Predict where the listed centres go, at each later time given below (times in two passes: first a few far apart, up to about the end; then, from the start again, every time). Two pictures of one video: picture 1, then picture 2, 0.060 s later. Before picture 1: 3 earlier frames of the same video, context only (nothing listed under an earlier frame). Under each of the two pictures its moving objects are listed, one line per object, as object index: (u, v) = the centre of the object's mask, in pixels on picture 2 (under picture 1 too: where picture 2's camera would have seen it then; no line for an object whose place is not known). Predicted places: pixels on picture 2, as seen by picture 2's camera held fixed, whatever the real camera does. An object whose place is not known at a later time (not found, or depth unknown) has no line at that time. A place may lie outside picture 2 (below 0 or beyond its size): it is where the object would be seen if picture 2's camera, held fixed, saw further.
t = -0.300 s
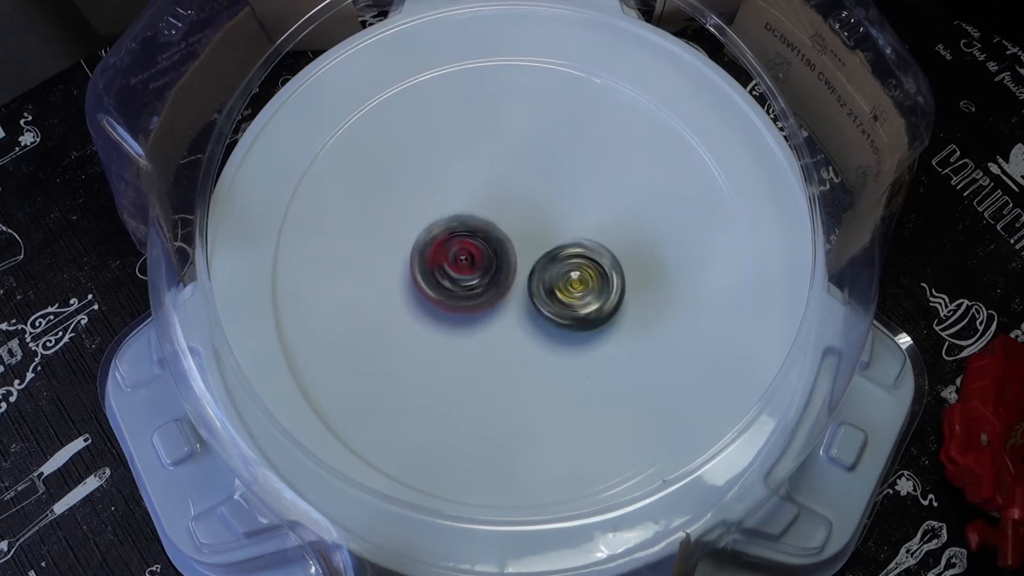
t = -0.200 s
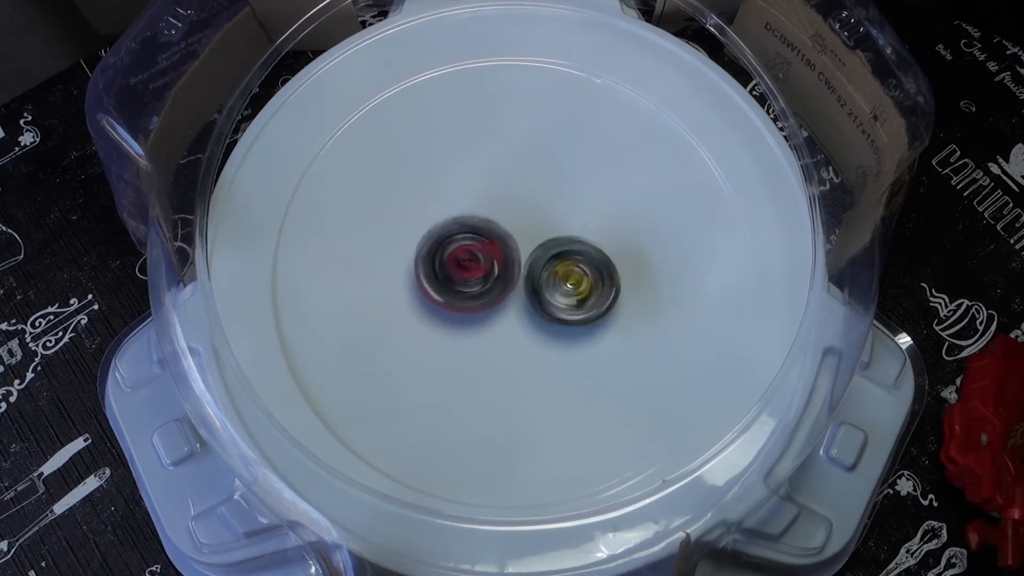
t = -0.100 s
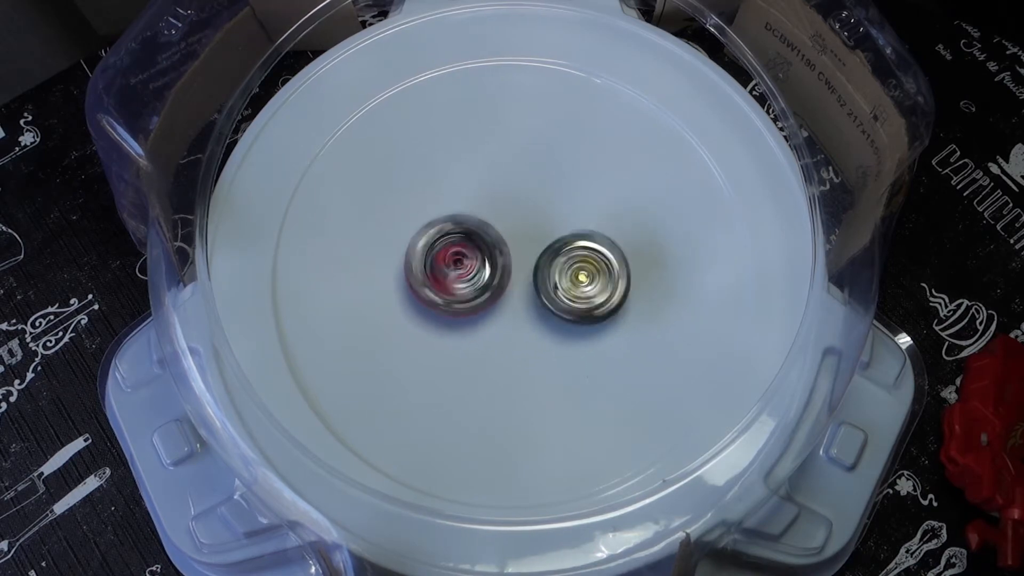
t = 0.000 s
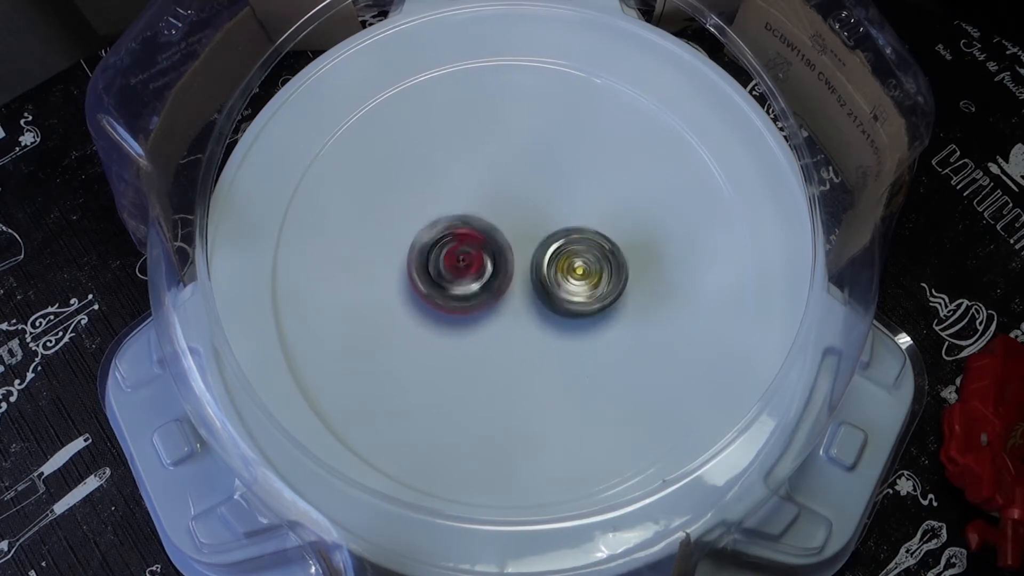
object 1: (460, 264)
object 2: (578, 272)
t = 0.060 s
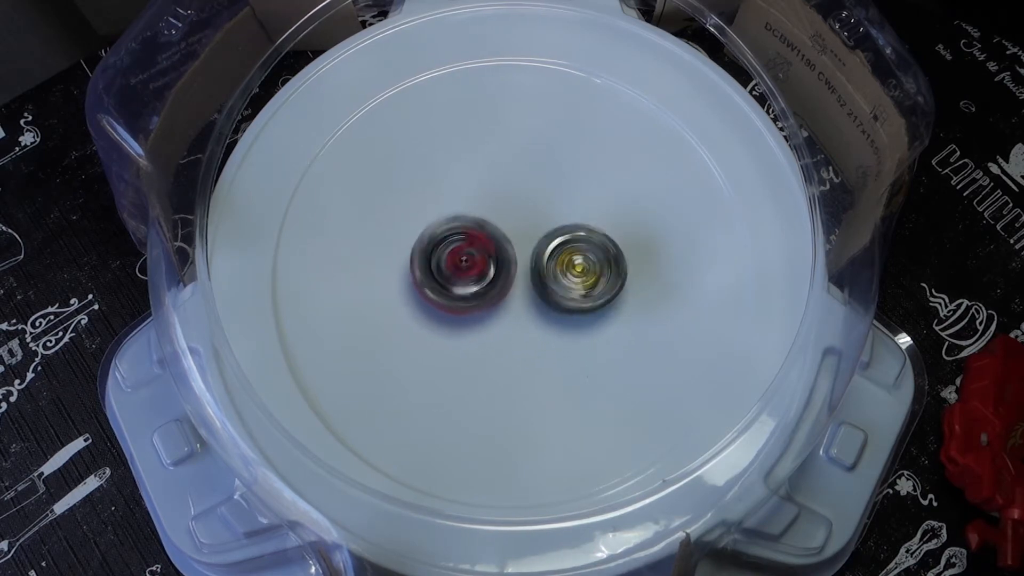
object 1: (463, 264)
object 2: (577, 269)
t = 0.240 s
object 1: (468, 265)
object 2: (577, 263)
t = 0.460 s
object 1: (466, 265)
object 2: (578, 261)
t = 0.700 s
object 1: (466, 269)
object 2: (573, 266)
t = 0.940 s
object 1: (459, 284)
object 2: (572, 261)
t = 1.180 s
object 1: (464, 291)
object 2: (564, 254)
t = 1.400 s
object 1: (472, 294)
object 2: (565, 245)
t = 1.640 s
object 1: (472, 293)
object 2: (566, 246)
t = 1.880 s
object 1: (469, 291)
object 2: (563, 248)
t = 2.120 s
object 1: (455, 299)
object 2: (571, 244)
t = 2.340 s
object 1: (464, 295)
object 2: (554, 249)
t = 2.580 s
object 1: (464, 291)
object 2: (552, 238)
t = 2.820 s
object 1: (463, 286)
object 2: (554, 239)
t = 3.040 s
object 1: (456, 293)
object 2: (556, 243)
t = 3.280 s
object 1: (459, 298)
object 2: (551, 248)
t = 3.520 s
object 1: (464, 299)
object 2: (553, 242)
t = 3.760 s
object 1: (453, 309)
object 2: (573, 234)
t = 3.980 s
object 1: (457, 299)
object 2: (564, 246)
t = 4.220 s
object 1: (453, 290)
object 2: (546, 242)
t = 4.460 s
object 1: (450, 284)
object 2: (541, 235)
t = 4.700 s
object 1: (451, 289)
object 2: (546, 242)
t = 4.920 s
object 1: (451, 293)
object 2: (556, 246)
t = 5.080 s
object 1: (449, 293)
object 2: (552, 250)
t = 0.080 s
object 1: (464, 264)
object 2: (579, 268)
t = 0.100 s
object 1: (466, 264)
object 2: (579, 267)
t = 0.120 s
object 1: (466, 264)
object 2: (576, 266)
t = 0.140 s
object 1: (467, 265)
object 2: (576, 267)
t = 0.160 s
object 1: (469, 265)
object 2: (576, 265)
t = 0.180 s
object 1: (470, 264)
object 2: (573, 264)
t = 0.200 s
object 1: (469, 265)
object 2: (576, 265)
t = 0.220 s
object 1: (468, 265)
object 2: (579, 264)
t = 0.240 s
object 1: (468, 265)
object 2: (577, 263)
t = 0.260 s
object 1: (468, 266)
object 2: (575, 264)
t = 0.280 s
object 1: (469, 266)
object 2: (576, 262)
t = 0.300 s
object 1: (471, 265)
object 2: (575, 260)
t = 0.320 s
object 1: (470, 265)
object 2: (575, 261)
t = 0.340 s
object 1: (470, 266)
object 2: (578, 261)
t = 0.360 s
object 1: (470, 265)
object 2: (577, 260)
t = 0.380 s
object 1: (470, 265)
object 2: (575, 261)
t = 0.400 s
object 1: (470, 265)
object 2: (576, 260)
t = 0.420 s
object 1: (471, 265)
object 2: (576, 259)
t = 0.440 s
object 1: (470, 265)
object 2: (574, 259)
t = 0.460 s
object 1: (466, 265)
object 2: (578, 261)
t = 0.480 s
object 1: (465, 265)
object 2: (580, 260)
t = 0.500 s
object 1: (463, 264)
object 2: (579, 262)
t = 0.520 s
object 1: (461, 265)
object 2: (580, 263)
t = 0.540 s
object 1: (461, 266)
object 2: (580, 260)
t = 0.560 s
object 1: (462, 266)
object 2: (578, 261)
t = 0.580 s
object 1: (461, 266)
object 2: (579, 263)
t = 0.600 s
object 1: (462, 267)
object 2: (579, 261)
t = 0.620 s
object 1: (463, 267)
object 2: (576, 263)
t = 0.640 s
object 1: (463, 268)
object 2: (577, 265)
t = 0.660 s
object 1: (464, 268)
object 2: (576, 263)
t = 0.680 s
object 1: (466, 269)
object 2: (573, 264)
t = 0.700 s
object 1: (466, 269)
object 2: (573, 266)
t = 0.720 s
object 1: (467, 270)
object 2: (571, 264)
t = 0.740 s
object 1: (465, 271)
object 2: (571, 265)
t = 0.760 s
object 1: (464, 272)
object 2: (574, 265)
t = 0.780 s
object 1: (463, 274)
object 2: (572, 264)
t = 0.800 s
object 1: (464, 275)
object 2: (568, 265)
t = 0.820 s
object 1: (465, 275)
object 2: (570, 265)
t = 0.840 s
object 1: (464, 276)
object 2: (568, 263)
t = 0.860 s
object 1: (464, 278)
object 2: (567, 264)
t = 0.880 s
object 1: (463, 279)
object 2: (570, 263)
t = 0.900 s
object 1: (461, 281)
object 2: (569, 263)
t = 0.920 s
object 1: (459, 283)
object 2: (570, 263)
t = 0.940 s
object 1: (459, 284)
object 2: (572, 261)
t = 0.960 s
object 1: (459, 285)
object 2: (569, 260)
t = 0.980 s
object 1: (460, 285)
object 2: (570, 260)
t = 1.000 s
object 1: (460, 286)
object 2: (570, 259)
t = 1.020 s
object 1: (460, 286)
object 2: (567, 259)
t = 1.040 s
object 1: (460, 287)
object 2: (567, 259)
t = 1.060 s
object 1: (461, 288)
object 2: (567, 258)
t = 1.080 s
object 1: (462, 288)
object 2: (564, 258)
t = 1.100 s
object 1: (462, 288)
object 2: (565, 258)
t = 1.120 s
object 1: (463, 289)
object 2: (564, 256)
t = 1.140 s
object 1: (465, 289)
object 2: (562, 256)
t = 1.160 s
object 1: (464, 290)
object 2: (564, 256)
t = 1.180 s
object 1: (464, 291)
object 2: (564, 254)
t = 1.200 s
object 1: (465, 292)
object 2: (563, 255)
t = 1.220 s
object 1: (467, 292)
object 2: (564, 254)
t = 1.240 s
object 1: (467, 293)
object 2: (562, 254)
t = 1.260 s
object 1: (467, 294)
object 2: (563, 252)
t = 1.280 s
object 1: (467, 294)
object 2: (565, 251)
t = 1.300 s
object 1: (467, 295)
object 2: (564, 250)
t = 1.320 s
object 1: (468, 295)
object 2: (564, 250)
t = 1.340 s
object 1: (470, 294)
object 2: (565, 247)
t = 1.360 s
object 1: (470, 294)
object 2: (563, 247)
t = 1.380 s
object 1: (471, 294)
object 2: (564, 248)
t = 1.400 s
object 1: (472, 294)
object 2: (565, 245)
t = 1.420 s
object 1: (470, 295)
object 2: (566, 245)
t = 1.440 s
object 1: (470, 295)
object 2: (568, 246)
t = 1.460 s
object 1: (470, 296)
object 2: (568, 244)
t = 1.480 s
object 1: (472, 296)
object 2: (566, 245)
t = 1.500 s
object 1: (473, 295)
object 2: (567, 245)
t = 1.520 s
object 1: (473, 294)
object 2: (566, 243)
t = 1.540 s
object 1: (474, 294)
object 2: (565, 245)
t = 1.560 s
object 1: (475, 293)
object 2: (567, 244)
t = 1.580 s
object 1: (474, 292)
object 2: (565, 244)
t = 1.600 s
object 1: (473, 293)
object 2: (566, 245)
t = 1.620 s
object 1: (473, 293)
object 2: (568, 244)
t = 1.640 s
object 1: (472, 293)
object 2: (566, 246)
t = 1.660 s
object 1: (472, 293)
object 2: (565, 247)
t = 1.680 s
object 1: (473, 292)
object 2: (565, 246)
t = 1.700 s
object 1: (471, 293)
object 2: (566, 246)
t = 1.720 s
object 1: (469, 293)
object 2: (567, 247)
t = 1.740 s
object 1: (469, 294)
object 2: (568, 243)
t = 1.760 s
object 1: (469, 293)
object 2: (567, 245)
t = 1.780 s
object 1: (469, 293)
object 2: (569, 245)
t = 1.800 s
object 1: (469, 292)
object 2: (566, 245)
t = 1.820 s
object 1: (469, 292)
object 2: (565, 247)
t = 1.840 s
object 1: (469, 291)
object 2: (566, 247)
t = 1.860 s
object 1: (469, 291)
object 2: (562, 247)
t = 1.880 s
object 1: (469, 291)
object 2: (563, 248)
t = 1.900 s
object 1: (468, 291)
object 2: (563, 248)
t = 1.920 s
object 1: (462, 293)
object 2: (567, 246)
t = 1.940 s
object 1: (459, 296)
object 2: (573, 245)
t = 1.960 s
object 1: (455, 297)
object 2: (576, 243)
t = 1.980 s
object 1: (453, 299)
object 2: (577, 244)
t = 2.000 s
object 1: (453, 300)
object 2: (577, 243)
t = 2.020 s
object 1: (453, 301)
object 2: (576, 243)
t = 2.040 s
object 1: (454, 300)
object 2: (575, 245)
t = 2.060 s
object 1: (454, 300)
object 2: (574, 243)
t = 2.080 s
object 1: (455, 300)
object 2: (573, 244)
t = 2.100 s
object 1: (456, 299)
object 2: (574, 245)
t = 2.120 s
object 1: (455, 299)
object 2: (571, 244)
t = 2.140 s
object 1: (456, 298)
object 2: (570, 246)
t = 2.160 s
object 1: (457, 298)
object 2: (571, 245)
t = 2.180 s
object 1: (457, 298)
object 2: (567, 246)
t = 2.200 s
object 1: (458, 298)
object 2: (568, 247)
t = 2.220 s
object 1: (459, 298)
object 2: (567, 247)
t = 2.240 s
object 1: (460, 298)
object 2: (564, 247)
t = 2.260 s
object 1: (461, 297)
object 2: (564, 247)
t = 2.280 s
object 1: (462, 297)
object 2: (560, 249)
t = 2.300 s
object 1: (464, 296)
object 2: (559, 250)
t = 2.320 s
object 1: (465, 295)
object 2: (558, 247)
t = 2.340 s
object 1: (464, 295)
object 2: (554, 249)
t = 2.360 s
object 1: (461, 297)
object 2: (560, 247)
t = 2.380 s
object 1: (459, 297)
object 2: (558, 244)
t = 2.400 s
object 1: (456, 298)
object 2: (561, 243)
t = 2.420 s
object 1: (456, 300)
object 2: (561, 242)
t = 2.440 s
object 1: (458, 300)
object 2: (558, 243)
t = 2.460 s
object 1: (459, 298)
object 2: (558, 242)
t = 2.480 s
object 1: (460, 299)
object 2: (556, 241)
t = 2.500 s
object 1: (461, 298)
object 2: (554, 241)
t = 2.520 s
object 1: (463, 296)
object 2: (555, 239)
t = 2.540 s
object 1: (463, 294)
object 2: (553, 239)
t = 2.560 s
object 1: (463, 293)
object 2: (554, 240)
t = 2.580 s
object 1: (464, 291)
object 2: (552, 238)
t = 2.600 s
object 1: (464, 289)
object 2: (551, 238)
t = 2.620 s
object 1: (462, 290)
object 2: (555, 238)
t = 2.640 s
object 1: (461, 291)
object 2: (554, 237)
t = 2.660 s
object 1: (461, 291)
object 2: (557, 237)
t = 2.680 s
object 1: (462, 290)
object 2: (557, 237)
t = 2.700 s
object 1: (462, 290)
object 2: (554, 237)
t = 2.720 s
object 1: (463, 289)
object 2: (555, 236)
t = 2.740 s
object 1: (463, 288)
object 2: (555, 235)
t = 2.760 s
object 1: (462, 287)
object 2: (554, 237)
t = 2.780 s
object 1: (462, 287)
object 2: (555, 236)
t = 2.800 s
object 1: (462, 286)
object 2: (554, 237)
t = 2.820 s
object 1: (463, 286)
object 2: (554, 239)
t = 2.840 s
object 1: (460, 288)
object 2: (556, 237)
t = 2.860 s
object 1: (459, 289)
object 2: (557, 238)
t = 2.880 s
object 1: (459, 290)
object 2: (559, 239)
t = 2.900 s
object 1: (459, 289)
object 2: (556, 240)
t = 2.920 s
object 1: (459, 290)
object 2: (556, 242)
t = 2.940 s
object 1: (459, 290)
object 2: (556, 240)
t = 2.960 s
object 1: (460, 289)
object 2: (553, 243)
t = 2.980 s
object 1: (459, 289)
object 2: (554, 243)
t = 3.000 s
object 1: (459, 289)
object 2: (552, 244)
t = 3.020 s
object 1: (459, 290)
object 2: (553, 246)
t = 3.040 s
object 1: (456, 293)
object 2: (556, 243)
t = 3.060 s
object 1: (455, 296)
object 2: (557, 245)
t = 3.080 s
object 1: (453, 298)
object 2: (560, 244)
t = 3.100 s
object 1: (455, 299)
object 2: (558, 245)
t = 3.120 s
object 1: (456, 299)
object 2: (560, 246)
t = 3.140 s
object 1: (456, 299)
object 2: (558, 245)
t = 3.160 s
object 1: (456, 299)
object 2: (557, 246)
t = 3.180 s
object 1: (457, 299)
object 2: (557, 246)
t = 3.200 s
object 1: (457, 298)
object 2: (553, 246)
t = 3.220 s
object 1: (457, 298)
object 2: (555, 247)
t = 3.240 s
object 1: (457, 299)
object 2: (552, 246)
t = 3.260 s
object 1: (459, 298)
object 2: (552, 249)
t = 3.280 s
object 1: (459, 298)
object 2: (551, 248)
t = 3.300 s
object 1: (459, 300)
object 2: (549, 249)
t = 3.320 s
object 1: (460, 300)
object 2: (552, 248)
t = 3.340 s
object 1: (461, 300)
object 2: (549, 248)
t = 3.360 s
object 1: (460, 302)
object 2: (553, 248)
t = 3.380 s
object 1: (460, 303)
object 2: (554, 245)
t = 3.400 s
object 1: (461, 303)
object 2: (555, 246)
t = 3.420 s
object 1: (463, 302)
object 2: (555, 245)
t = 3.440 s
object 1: (464, 301)
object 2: (553, 246)
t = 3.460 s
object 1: (464, 300)
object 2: (554, 245)
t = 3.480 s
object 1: (464, 299)
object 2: (551, 244)
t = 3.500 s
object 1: (464, 299)
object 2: (552, 244)
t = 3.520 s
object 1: (464, 299)
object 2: (553, 242)
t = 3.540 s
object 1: (464, 299)
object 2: (552, 243)
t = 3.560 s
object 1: (465, 299)
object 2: (554, 243)
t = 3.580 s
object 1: (466, 297)
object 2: (552, 243)
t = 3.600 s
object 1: (461, 301)
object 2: (559, 241)
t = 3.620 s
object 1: (456, 304)
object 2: (563, 238)
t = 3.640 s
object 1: (453, 306)
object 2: (567, 236)
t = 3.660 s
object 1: (450, 308)
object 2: (571, 233)
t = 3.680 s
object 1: (449, 310)
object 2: (572, 234)
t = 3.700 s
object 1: (450, 311)
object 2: (574, 234)
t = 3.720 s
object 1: (451, 311)
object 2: (573, 234)
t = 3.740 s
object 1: (452, 310)
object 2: (573, 235)
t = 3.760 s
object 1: (453, 309)
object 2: (573, 234)
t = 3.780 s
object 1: (453, 308)
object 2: (572, 235)
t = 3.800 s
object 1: (454, 307)
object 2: (574, 235)
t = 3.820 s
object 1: (455, 306)
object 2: (572, 235)
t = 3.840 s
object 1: (454, 305)
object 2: (573, 238)
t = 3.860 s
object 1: (454, 304)
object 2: (571, 236)
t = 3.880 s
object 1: (454, 304)
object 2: (570, 240)
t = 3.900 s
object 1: (455, 303)
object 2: (570, 239)
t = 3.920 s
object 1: (455, 303)
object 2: (567, 242)
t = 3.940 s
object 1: (455, 302)
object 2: (568, 242)
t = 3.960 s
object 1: (457, 301)
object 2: (564, 245)
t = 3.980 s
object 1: (457, 299)
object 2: (564, 246)
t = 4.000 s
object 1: (457, 298)
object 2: (559, 247)
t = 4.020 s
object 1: (458, 297)
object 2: (558, 249)
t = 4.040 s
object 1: (458, 296)
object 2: (556, 249)
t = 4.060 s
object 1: (459, 294)
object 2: (552, 250)
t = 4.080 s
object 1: (459, 292)
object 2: (551, 249)
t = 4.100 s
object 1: (458, 292)
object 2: (548, 249)
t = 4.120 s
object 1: (457, 292)
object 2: (552, 247)
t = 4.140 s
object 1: (456, 292)
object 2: (548, 247)
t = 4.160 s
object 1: (456, 290)
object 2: (549, 248)
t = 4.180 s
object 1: (455, 290)
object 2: (546, 246)
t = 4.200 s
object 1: (454, 290)
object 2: (547, 246)
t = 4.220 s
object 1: (453, 290)
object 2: (546, 242)
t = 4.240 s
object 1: (453, 288)
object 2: (545, 243)
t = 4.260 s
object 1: (452, 287)
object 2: (546, 241)
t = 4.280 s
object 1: (452, 287)
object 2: (542, 240)
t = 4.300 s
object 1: (452, 286)
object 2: (543, 238)
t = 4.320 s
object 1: (451, 285)
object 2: (542, 238)
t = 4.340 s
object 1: (450, 285)
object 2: (543, 237)
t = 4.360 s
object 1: (449, 285)
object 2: (542, 236)
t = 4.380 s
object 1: (449, 285)
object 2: (543, 236)
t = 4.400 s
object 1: (450, 284)
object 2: (543, 235)
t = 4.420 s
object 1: (450, 284)
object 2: (541, 236)
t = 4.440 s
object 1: (450, 284)
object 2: (543, 235)
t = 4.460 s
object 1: (450, 284)
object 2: (541, 235)
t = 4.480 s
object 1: (451, 284)
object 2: (542, 235)
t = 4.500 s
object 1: (451, 283)
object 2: (541, 234)
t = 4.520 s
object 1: (451, 284)
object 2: (542, 235)
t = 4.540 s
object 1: (451, 284)
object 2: (544, 234)
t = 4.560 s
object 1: (452, 284)
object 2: (542, 236)
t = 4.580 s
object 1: (452, 284)
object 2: (543, 235)
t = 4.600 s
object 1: (452, 285)
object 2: (542, 237)
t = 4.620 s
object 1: (451, 287)
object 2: (547, 236)
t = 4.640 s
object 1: (451, 288)
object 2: (546, 236)
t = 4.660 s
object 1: (450, 288)
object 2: (548, 238)
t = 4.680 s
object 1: (450, 288)
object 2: (547, 239)
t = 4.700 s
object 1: (451, 289)
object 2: (546, 242)
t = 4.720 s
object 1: (453, 288)
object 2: (545, 240)
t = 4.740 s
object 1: (453, 288)
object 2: (545, 241)
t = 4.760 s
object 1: (451, 288)
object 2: (549, 240)
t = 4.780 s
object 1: (451, 289)
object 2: (547, 242)
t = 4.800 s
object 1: (452, 290)
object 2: (549, 242)
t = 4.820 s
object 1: (454, 289)
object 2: (547, 244)
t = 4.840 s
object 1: (453, 290)
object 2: (549, 244)
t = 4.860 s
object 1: (451, 292)
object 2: (550, 243)
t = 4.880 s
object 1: (451, 293)
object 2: (555, 244)
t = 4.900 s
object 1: (451, 293)
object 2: (554, 244)
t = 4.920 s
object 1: (451, 293)
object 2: (556, 246)
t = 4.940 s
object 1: (452, 293)
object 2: (553, 247)
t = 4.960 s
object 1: (452, 292)
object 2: (552, 249)
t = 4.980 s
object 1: (453, 291)
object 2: (550, 247)
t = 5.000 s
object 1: (452, 291)
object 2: (549, 250)
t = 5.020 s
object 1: (453, 290)
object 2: (548, 248)
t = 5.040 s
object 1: (453, 290)
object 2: (548, 249)
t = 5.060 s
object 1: (454, 290)
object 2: (548, 249)
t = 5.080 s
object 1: (449, 293)
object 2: (552, 250)
